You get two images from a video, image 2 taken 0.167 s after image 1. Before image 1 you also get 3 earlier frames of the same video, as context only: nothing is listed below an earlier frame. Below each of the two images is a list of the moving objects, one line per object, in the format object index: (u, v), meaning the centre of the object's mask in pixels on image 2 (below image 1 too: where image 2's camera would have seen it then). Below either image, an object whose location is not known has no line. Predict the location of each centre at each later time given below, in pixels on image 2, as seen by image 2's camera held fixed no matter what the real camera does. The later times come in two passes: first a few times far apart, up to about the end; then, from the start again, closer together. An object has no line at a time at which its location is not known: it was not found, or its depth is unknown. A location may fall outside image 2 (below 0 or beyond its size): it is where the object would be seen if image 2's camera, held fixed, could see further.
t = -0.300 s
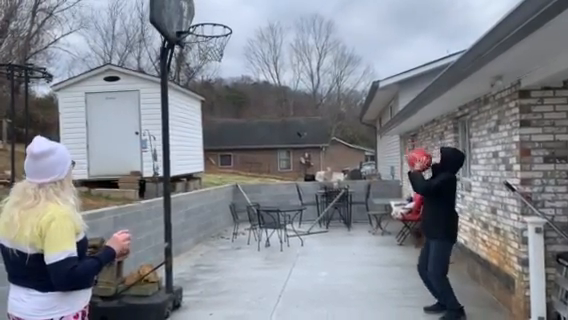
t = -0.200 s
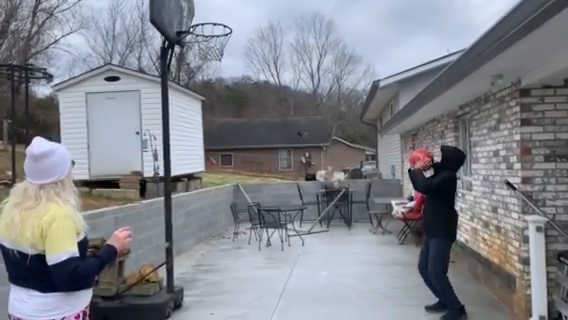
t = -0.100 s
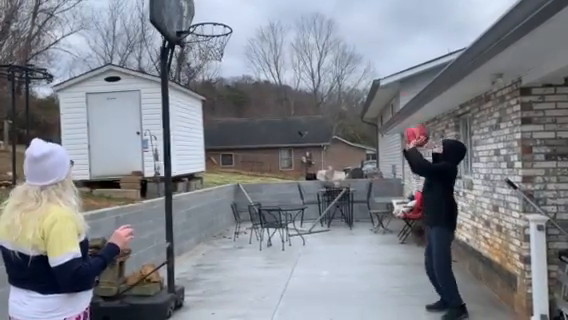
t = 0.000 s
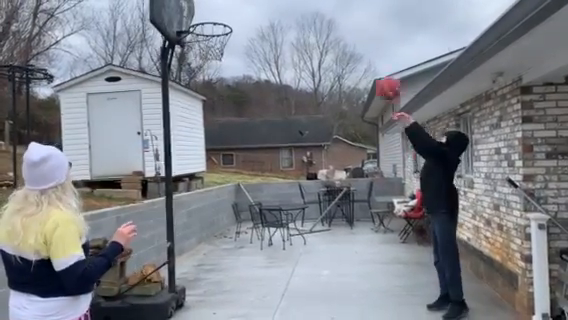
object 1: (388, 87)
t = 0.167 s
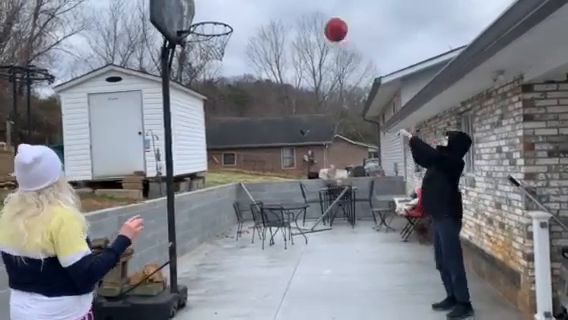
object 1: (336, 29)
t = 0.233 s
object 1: (315, 14)
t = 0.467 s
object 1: (247, 4)
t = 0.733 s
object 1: (186, 11)
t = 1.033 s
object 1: (206, 12)
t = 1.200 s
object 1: (213, 33)
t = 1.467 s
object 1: (206, 114)
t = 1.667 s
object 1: (202, 209)
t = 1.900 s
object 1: (191, 254)
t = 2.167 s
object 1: (161, 165)
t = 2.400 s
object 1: (146, 136)
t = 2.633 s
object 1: (127, 150)
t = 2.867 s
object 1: (114, 199)
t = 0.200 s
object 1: (325, 22)
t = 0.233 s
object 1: (315, 14)
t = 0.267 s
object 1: (305, 10)
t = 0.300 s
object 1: (295, 7)
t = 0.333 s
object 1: (286, 6)
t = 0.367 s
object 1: (276, 5)
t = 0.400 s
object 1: (266, 4)
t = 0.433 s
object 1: (256, 4)
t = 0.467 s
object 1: (247, 4)
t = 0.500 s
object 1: (238, 5)
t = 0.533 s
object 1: (228, 6)
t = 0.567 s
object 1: (219, 8)
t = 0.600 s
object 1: (210, 10)
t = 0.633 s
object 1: (201, 13)
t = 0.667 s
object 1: (192, 18)
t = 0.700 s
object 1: (189, 15)
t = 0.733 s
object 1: (186, 11)
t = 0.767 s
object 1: (187, 10)
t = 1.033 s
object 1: (206, 12)
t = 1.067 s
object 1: (208, 14)
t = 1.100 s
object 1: (210, 17)
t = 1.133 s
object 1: (213, 20)
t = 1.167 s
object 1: (214, 25)
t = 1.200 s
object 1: (213, 33)
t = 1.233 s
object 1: (212, 41)
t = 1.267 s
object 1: (211, 50)
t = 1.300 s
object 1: (210, 58)
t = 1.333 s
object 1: (209, 68)
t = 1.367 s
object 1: (208, 78)
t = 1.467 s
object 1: (206, 114)
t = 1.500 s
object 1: (205, 127)
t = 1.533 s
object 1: (204, 142)
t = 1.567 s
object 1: (204, 157)
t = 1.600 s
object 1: (203, 174)
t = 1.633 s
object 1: (202, 191)
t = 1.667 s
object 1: (202, 209)
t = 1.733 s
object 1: (201, 246)
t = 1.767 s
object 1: (200, 267)
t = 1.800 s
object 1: (200, 288)
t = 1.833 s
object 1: (198, 288)
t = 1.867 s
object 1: (194, 271)
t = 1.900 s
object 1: (191, 254)
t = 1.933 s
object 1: (188, 239)
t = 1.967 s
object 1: (185, 225)
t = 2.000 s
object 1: (183, 213)
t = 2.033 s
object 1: (181, 201)
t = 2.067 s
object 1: (178, 190)
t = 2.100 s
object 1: (178, 182)
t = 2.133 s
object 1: (162, 173)
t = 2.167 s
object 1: (161, 165)
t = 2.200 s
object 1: (160, 157)
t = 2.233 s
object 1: (158, 152)
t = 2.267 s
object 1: (156, 147)
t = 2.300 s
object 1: (154, 142)
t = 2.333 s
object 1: (151, 139)
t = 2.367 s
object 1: (148, 137)
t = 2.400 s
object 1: (146, 136)
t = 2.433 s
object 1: (143, 135)
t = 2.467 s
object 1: (140, 136)
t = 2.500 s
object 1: (138, 136)
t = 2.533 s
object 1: (135, 139)
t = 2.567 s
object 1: (133, 141)
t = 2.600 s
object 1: (130, 145)
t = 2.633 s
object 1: (127, 150)
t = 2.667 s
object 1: (125, 155)
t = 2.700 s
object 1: (122, 161)
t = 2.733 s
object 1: (120, 167)
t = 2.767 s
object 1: (118, 175)
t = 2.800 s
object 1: (116, 183)
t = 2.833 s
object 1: (114, 192)
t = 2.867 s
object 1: (114, 199)
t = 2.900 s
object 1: (109, 190)
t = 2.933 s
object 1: (106, 184)
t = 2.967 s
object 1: (103, 177)
